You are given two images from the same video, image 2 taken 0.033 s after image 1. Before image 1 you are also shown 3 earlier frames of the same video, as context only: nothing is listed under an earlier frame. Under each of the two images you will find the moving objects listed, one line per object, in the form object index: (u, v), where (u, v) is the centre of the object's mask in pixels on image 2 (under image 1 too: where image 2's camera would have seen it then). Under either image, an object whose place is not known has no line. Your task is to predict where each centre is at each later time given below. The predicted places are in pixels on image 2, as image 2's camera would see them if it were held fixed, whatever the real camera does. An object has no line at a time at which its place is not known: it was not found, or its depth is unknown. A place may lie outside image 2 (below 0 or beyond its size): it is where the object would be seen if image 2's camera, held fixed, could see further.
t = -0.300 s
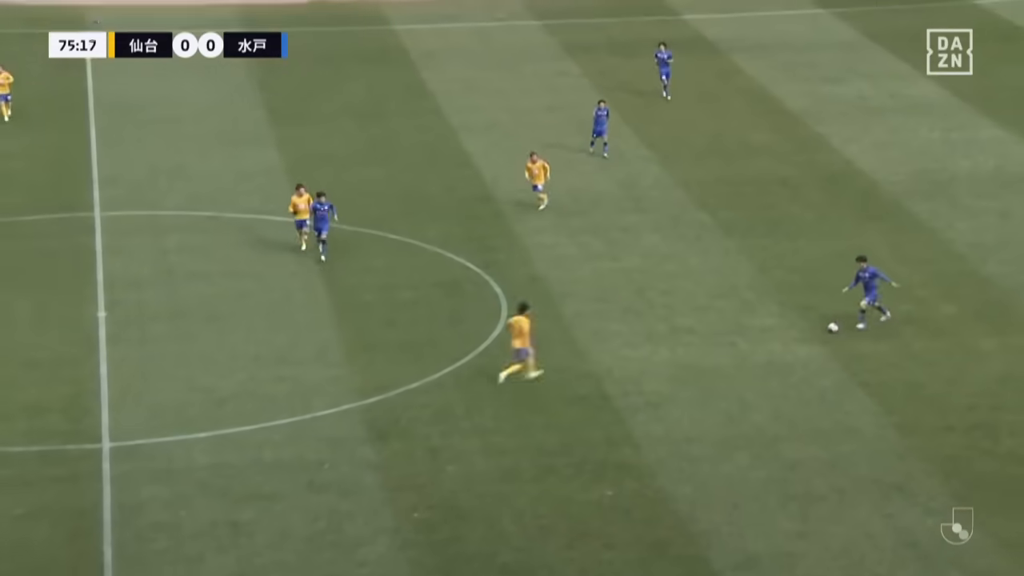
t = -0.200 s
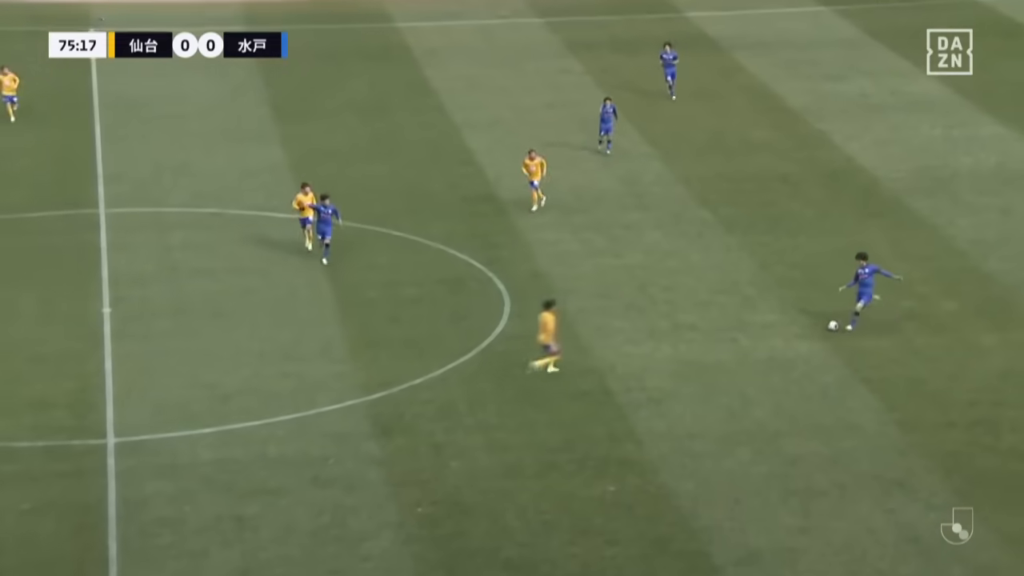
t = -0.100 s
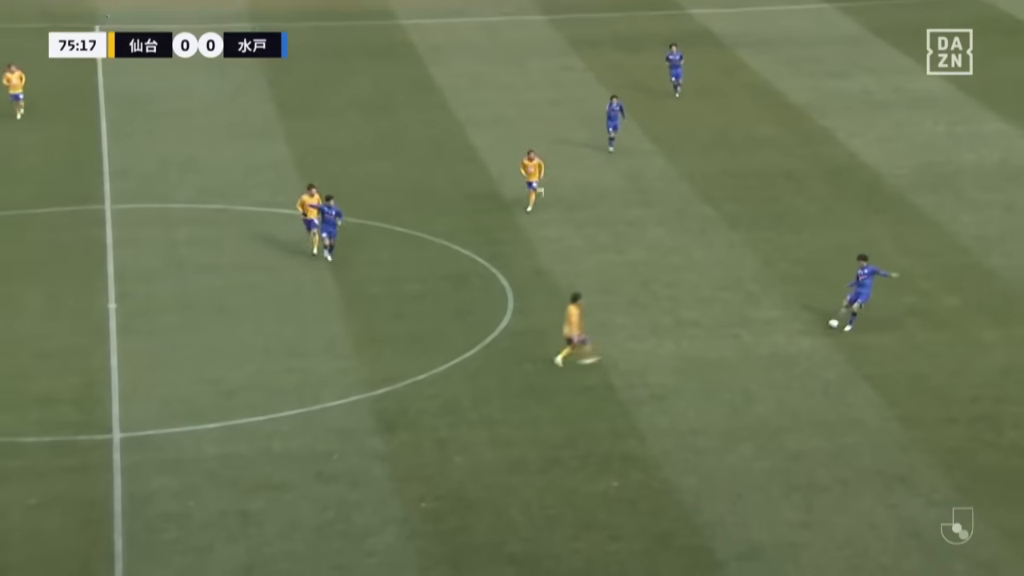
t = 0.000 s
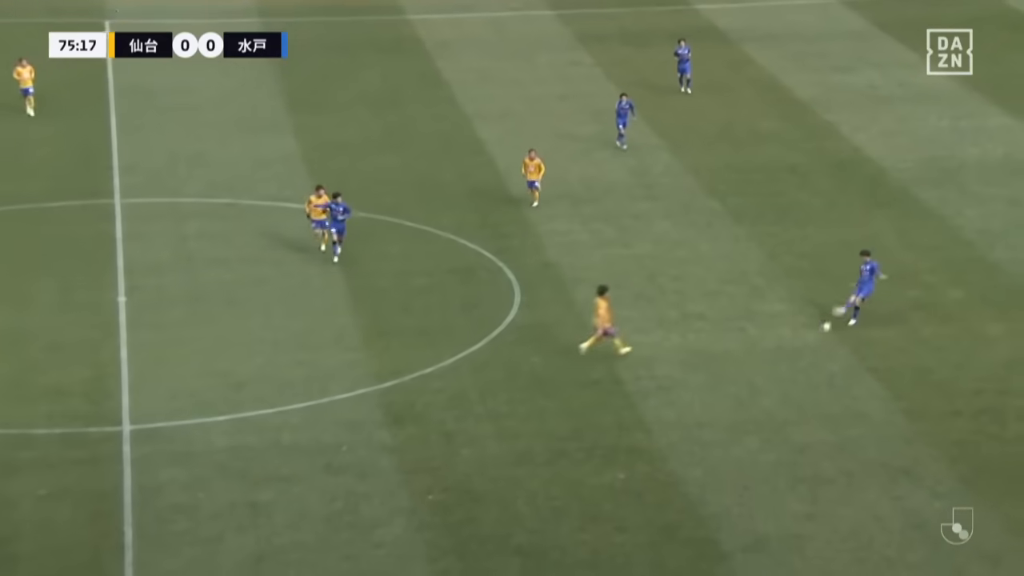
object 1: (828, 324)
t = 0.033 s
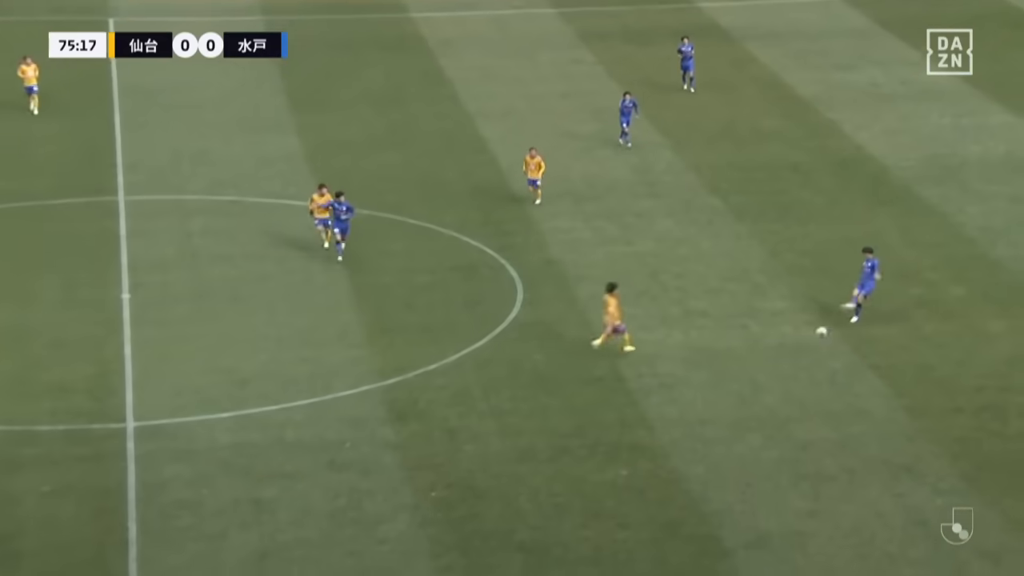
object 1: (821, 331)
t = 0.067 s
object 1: (815, 338)
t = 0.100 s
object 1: (809, 345)
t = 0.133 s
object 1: (803, 355)
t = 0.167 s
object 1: (798, 365)
